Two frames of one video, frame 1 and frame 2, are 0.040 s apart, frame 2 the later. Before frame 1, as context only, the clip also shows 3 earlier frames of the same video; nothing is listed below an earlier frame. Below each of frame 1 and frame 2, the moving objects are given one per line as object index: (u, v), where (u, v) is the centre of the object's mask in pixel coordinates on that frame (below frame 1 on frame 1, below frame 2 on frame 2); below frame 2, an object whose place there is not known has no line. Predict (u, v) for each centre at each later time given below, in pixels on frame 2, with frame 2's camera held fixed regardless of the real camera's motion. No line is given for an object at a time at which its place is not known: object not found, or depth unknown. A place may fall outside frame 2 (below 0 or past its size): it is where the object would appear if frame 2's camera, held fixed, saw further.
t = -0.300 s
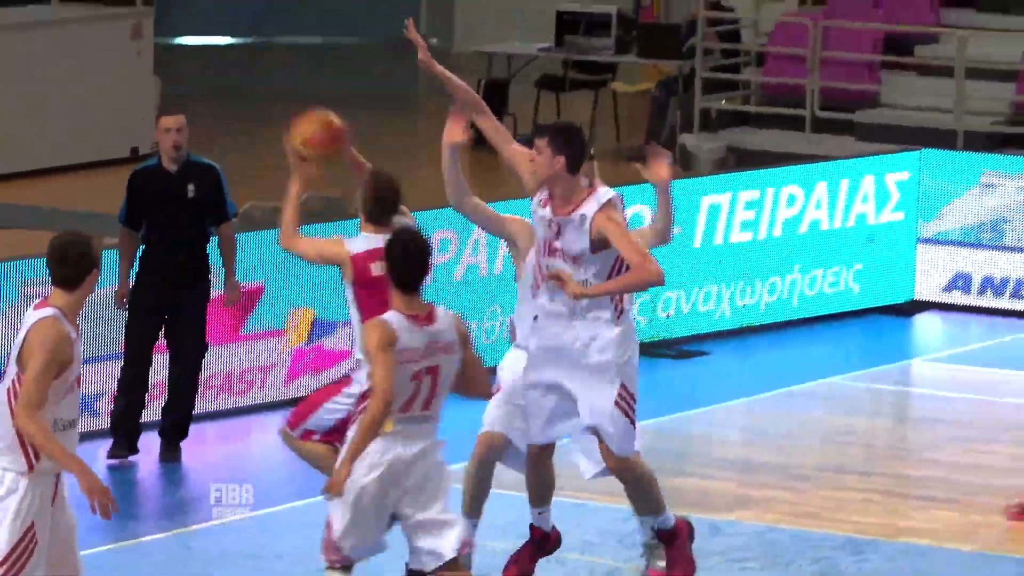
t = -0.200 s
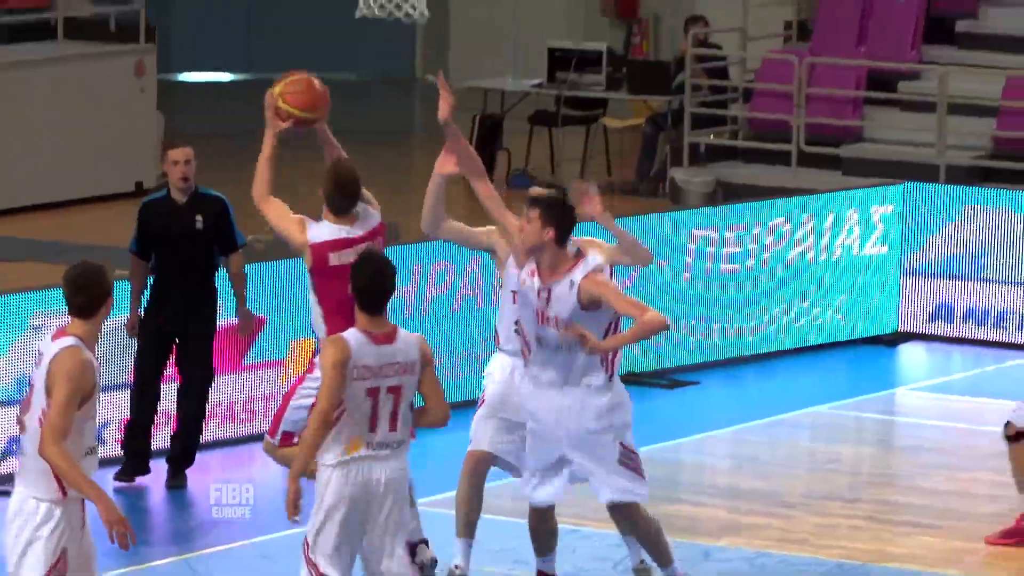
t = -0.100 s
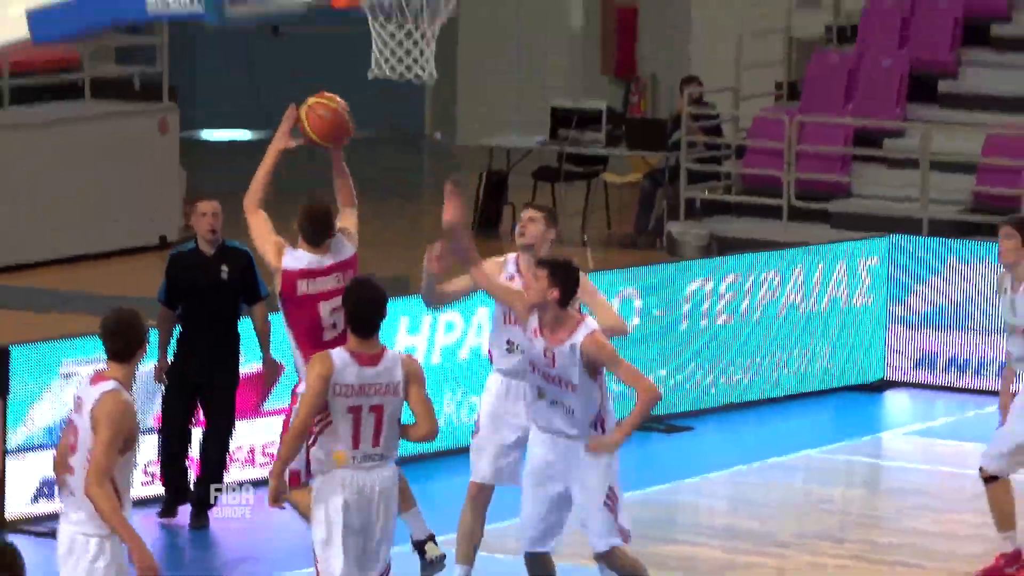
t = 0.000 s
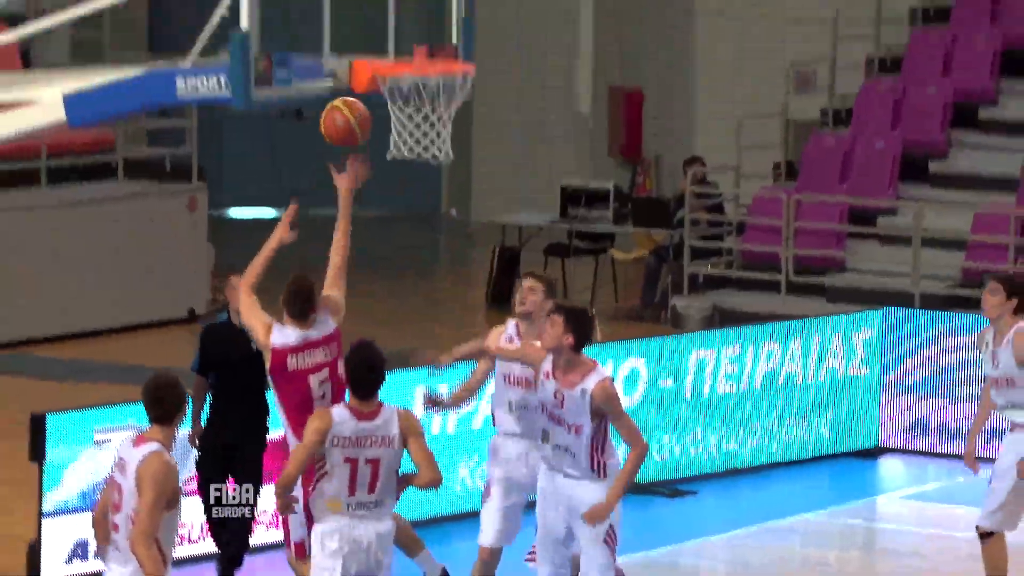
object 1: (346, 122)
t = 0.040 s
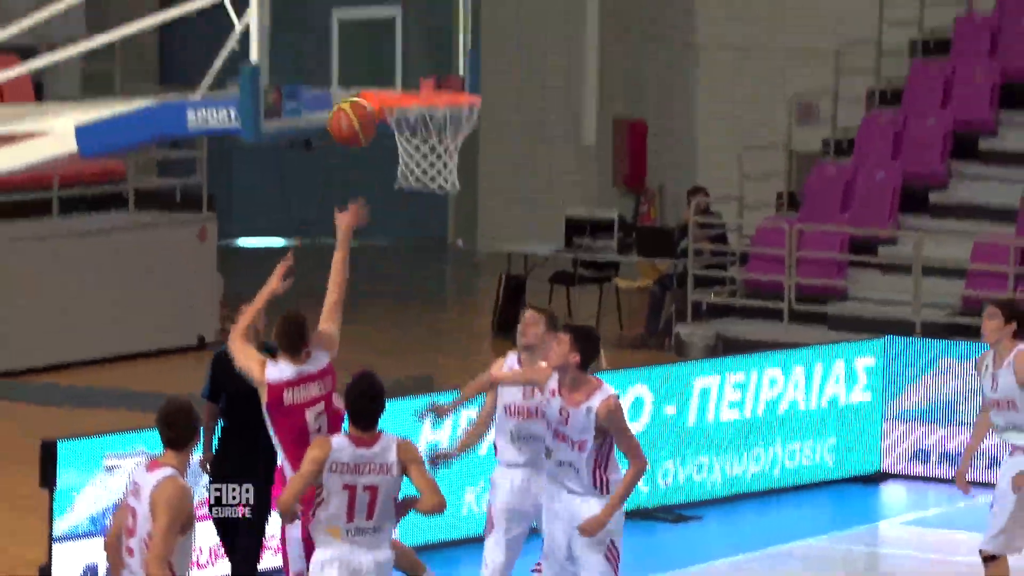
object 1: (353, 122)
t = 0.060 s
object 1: (351, 111)
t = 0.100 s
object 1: (350, 89)
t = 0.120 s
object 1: (350, 80)
